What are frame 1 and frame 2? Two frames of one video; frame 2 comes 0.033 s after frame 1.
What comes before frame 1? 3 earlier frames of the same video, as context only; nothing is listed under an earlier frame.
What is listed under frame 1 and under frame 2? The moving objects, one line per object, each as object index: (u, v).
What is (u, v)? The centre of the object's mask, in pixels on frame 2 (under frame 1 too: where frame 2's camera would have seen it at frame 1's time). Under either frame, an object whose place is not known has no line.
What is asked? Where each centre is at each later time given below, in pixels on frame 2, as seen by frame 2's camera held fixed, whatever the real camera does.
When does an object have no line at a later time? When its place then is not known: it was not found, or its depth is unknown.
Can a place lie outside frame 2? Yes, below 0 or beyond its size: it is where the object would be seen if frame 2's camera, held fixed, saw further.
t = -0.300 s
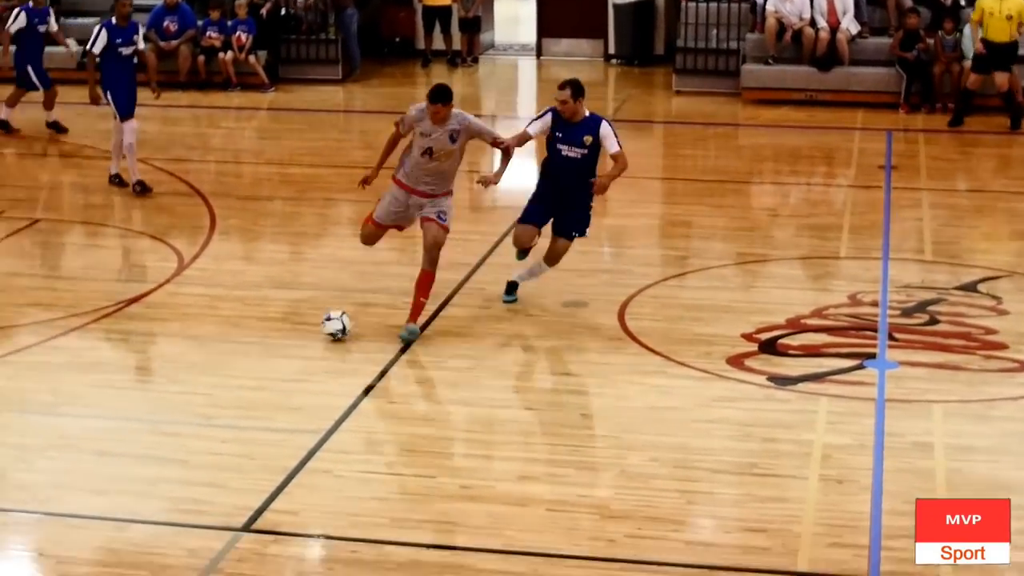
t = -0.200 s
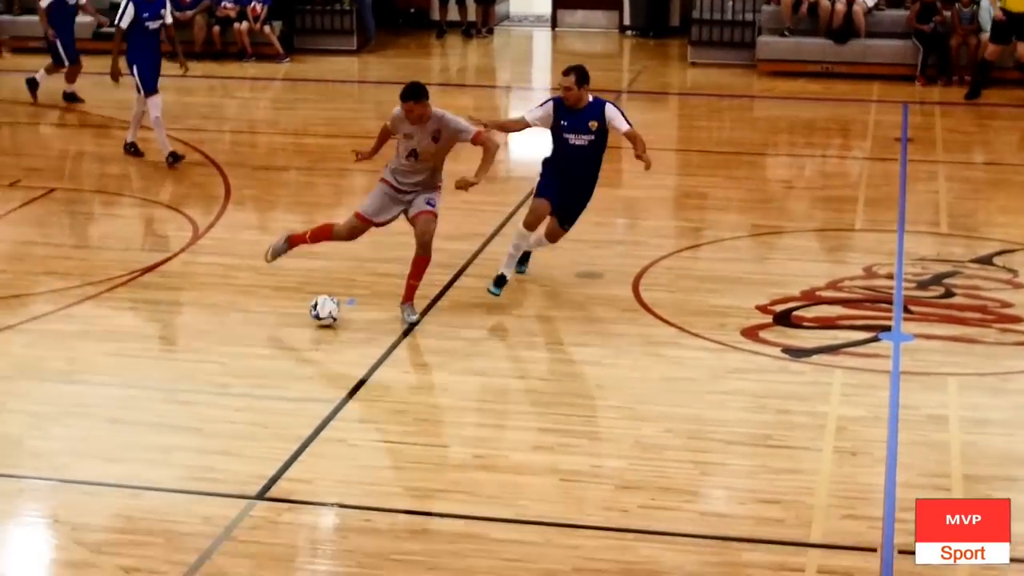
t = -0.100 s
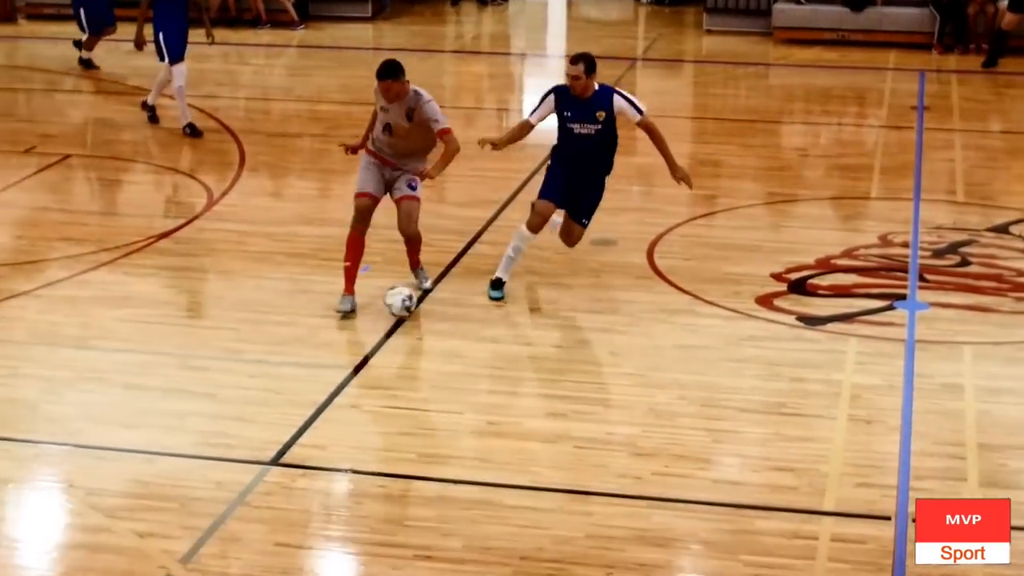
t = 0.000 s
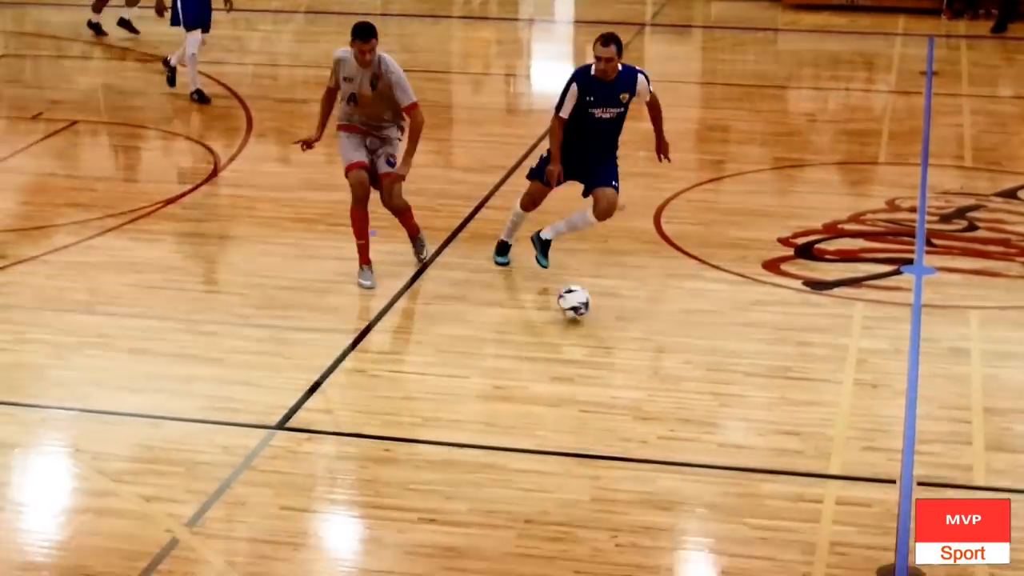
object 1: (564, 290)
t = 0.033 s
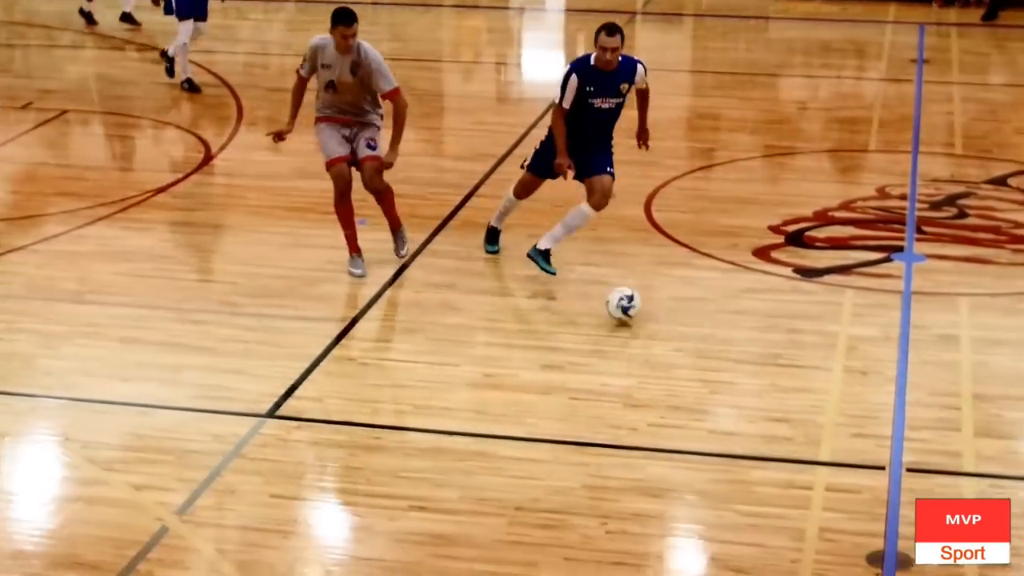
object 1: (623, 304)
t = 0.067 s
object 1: (684, 319)
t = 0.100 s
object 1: (746, 332)
